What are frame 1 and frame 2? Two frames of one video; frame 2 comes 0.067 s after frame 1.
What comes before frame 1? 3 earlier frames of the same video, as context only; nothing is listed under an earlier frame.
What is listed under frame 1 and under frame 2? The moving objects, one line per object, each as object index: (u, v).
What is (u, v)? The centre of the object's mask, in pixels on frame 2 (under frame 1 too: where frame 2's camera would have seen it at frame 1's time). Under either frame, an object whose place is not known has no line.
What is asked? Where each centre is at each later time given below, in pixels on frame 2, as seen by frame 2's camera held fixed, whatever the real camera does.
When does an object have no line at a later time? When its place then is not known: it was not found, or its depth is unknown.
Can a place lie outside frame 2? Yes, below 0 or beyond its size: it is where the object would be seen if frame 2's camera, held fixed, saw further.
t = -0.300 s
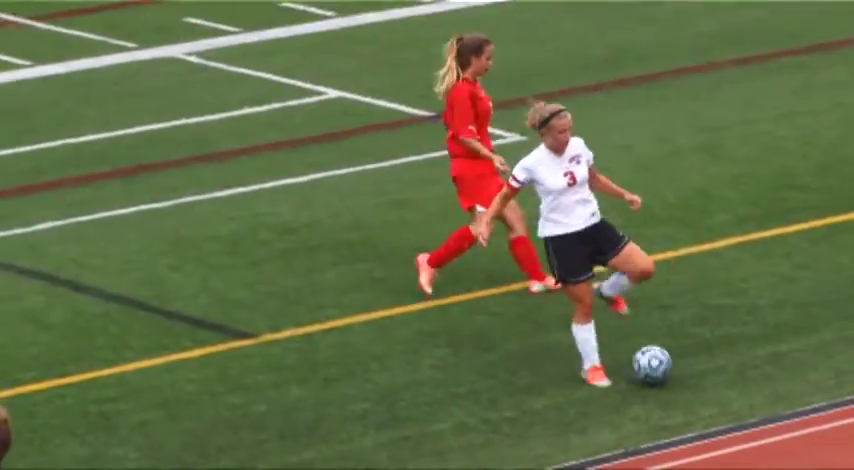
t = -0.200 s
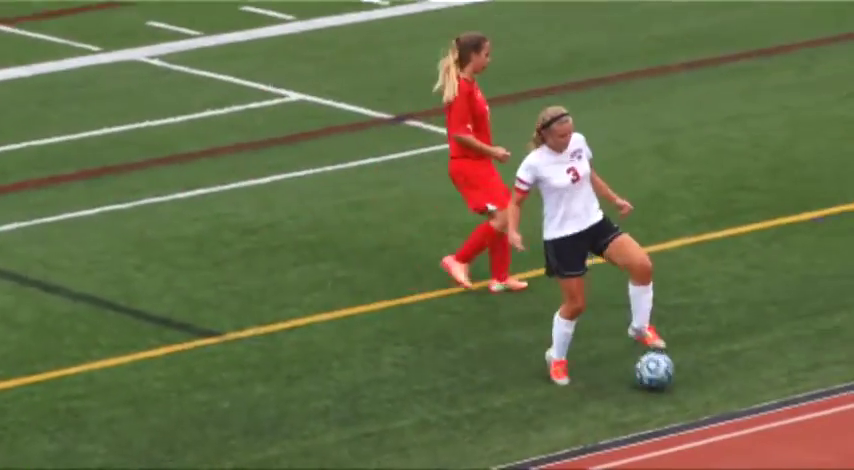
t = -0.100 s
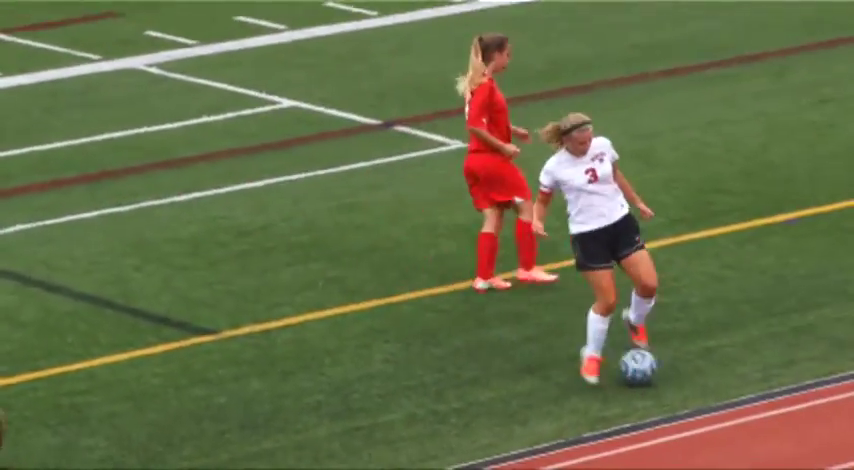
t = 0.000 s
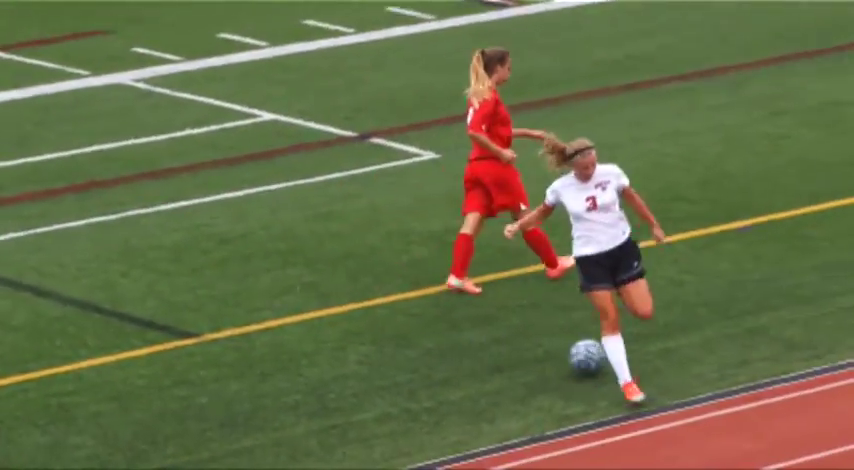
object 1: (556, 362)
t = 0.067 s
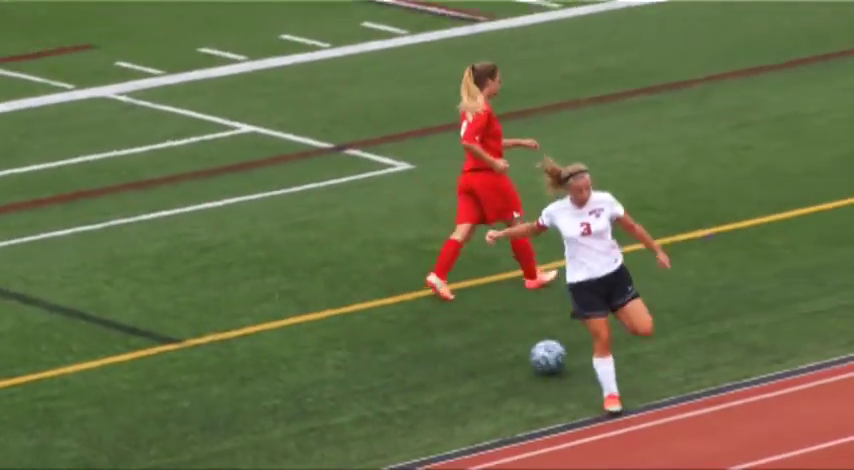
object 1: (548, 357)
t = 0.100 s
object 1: (544, 354)
